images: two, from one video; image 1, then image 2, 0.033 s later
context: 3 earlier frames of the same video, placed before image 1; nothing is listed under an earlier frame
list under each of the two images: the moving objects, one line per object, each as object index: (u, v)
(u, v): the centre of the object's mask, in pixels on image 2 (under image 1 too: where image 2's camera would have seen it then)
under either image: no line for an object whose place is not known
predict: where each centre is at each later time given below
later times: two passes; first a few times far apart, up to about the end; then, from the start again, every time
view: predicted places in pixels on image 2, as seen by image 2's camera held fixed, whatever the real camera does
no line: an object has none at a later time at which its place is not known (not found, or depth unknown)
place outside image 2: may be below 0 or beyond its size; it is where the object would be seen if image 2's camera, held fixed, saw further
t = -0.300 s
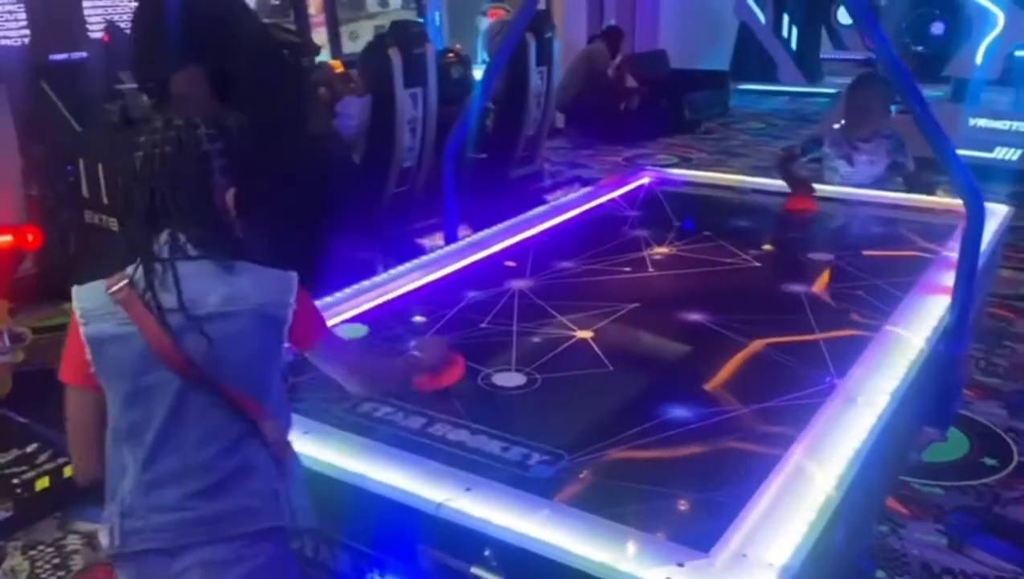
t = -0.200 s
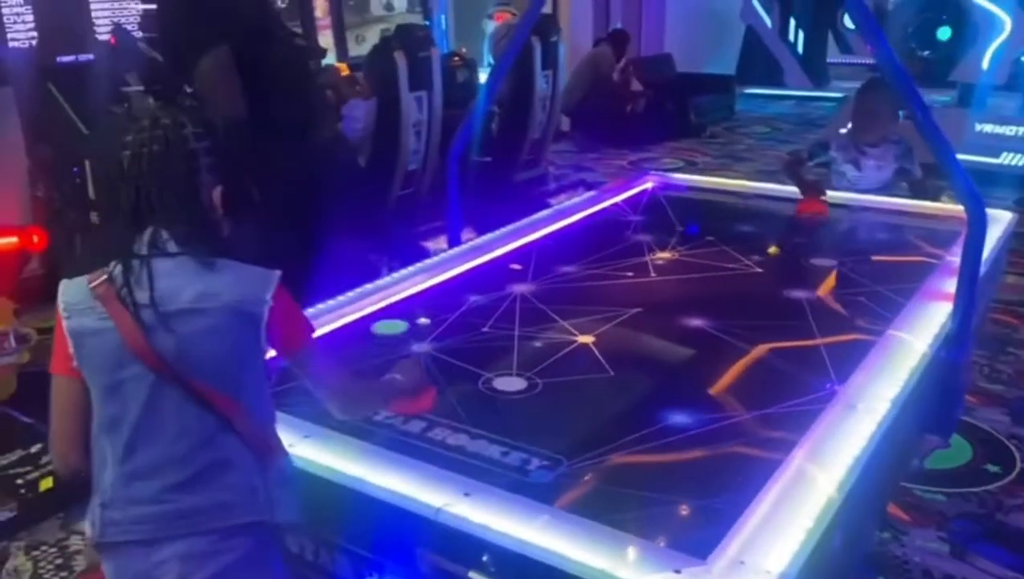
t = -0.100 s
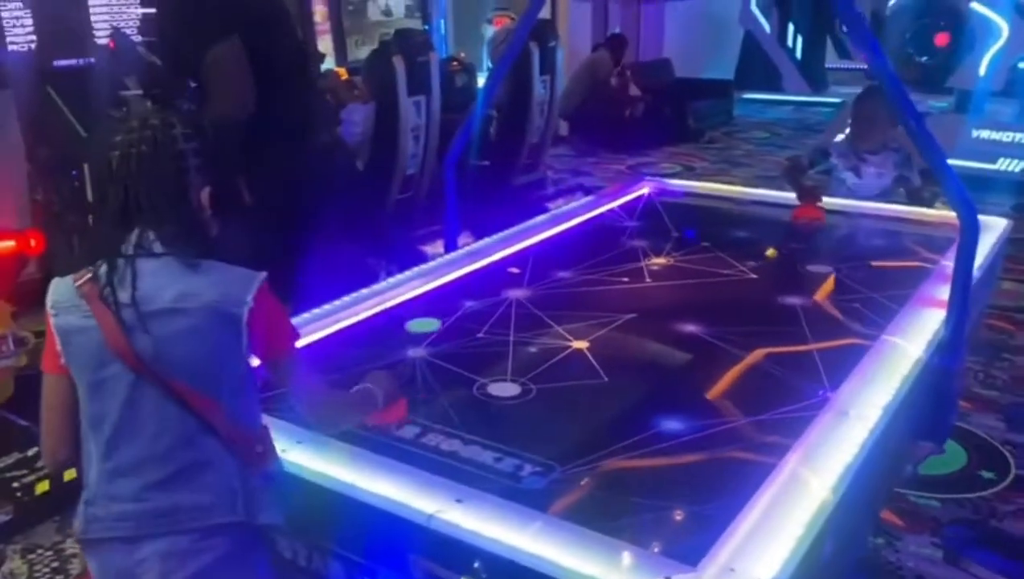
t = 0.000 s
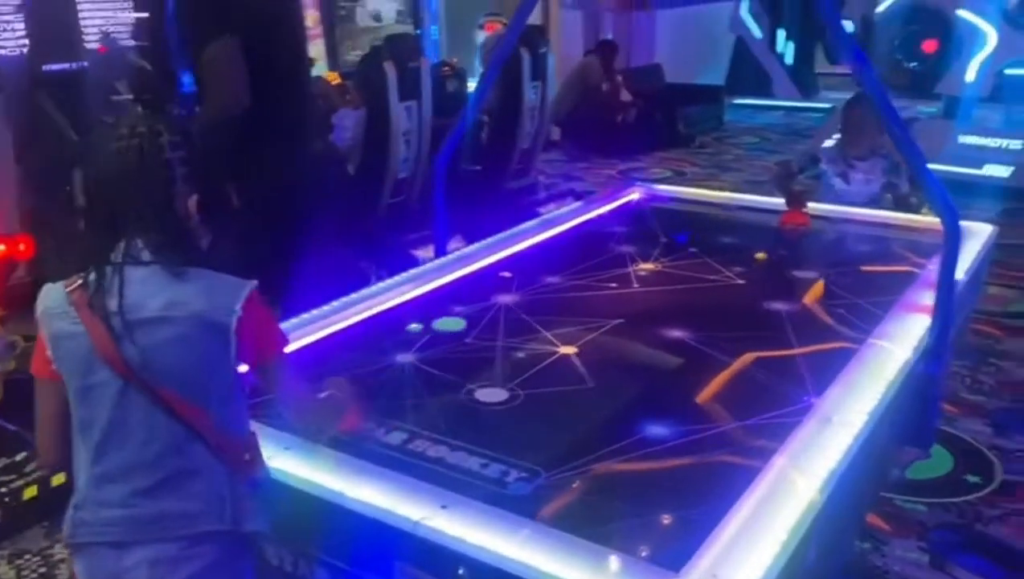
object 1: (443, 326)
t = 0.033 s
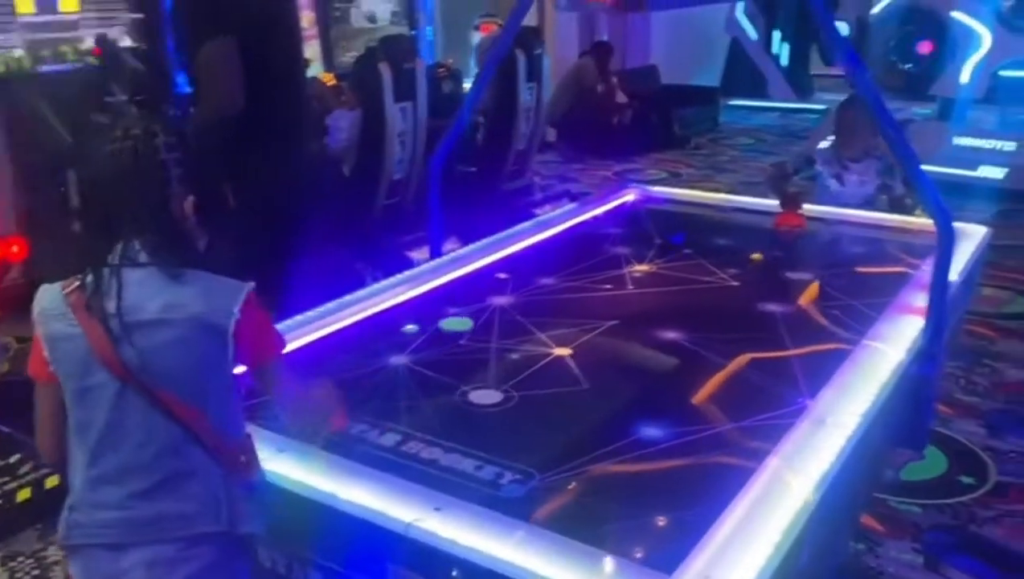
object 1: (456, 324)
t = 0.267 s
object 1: (541, 311)
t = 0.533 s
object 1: (633, 297)
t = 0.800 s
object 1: (722, 286)
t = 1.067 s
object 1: (805, 276)
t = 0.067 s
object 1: (467, 322)
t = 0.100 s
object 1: (480, 320)
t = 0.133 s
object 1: (493, 318)
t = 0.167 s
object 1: (505, 317)
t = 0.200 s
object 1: (517, 315)
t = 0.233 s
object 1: (528, 313)
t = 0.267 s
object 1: (541, 311)
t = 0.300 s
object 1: (553, 309)
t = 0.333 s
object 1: (564, 307)
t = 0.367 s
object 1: (576, 306)
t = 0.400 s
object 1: (588, 304)
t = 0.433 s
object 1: (599, 302)
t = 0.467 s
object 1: (611, 301)
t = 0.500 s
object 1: (622, 299)
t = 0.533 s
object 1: (633, 297)
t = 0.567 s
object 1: (645, 296)
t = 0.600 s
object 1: (655, 294)
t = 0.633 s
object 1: (667, 293)
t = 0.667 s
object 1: (678, 292)
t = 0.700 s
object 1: (689, 290)
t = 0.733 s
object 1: (700, 289)
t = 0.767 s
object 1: (711, 287)
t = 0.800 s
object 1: (722, 286)
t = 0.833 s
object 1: (733, 285)
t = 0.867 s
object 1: (744, 283)
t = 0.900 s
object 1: (754, 282)
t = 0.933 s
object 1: (766, 281)
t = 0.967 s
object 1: (776, 280)
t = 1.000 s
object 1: (786, 279)
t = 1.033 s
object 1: (797, 278)
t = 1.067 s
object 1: (805, 276)
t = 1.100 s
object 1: (819, 276)
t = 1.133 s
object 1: (828, 274)
